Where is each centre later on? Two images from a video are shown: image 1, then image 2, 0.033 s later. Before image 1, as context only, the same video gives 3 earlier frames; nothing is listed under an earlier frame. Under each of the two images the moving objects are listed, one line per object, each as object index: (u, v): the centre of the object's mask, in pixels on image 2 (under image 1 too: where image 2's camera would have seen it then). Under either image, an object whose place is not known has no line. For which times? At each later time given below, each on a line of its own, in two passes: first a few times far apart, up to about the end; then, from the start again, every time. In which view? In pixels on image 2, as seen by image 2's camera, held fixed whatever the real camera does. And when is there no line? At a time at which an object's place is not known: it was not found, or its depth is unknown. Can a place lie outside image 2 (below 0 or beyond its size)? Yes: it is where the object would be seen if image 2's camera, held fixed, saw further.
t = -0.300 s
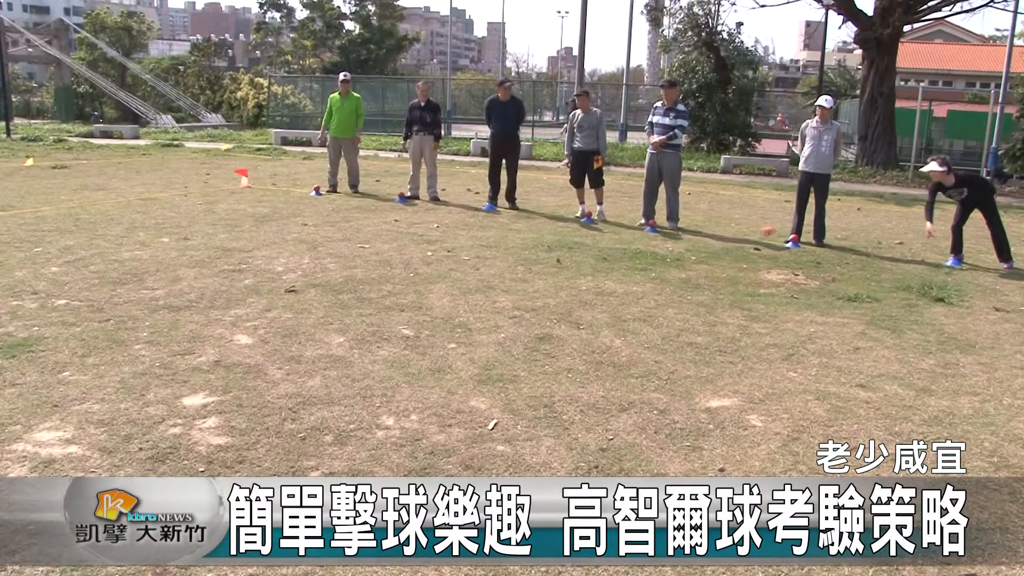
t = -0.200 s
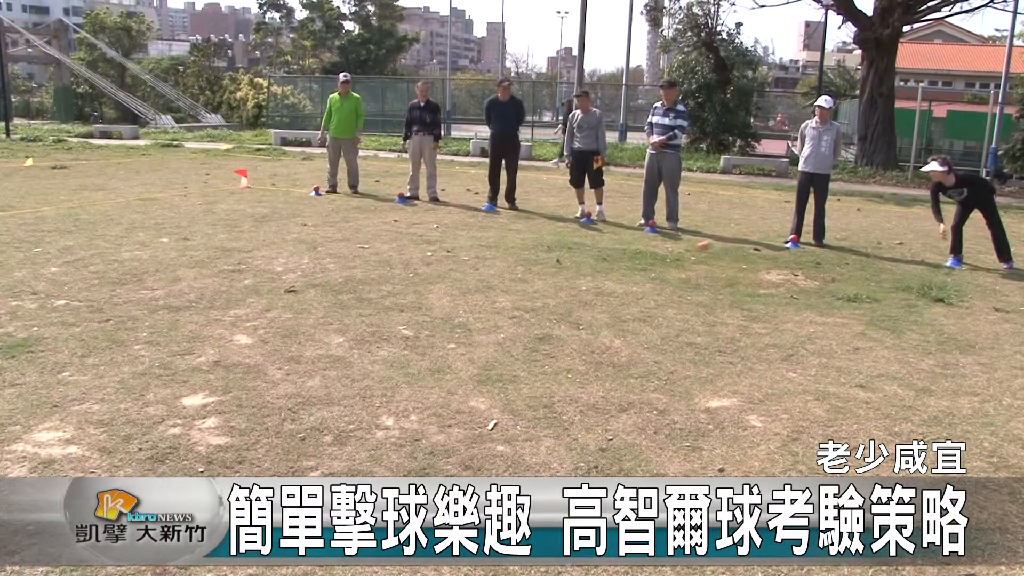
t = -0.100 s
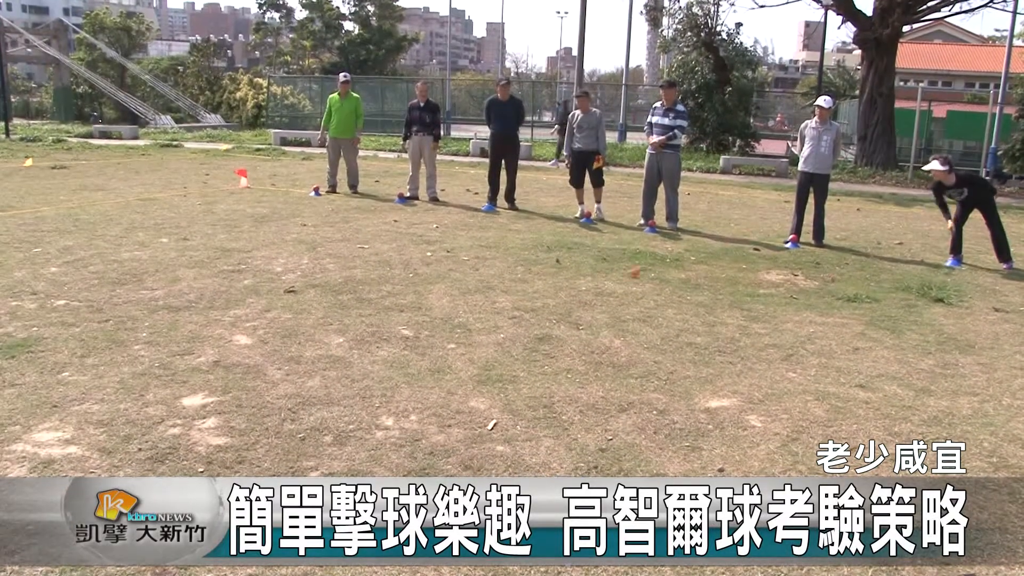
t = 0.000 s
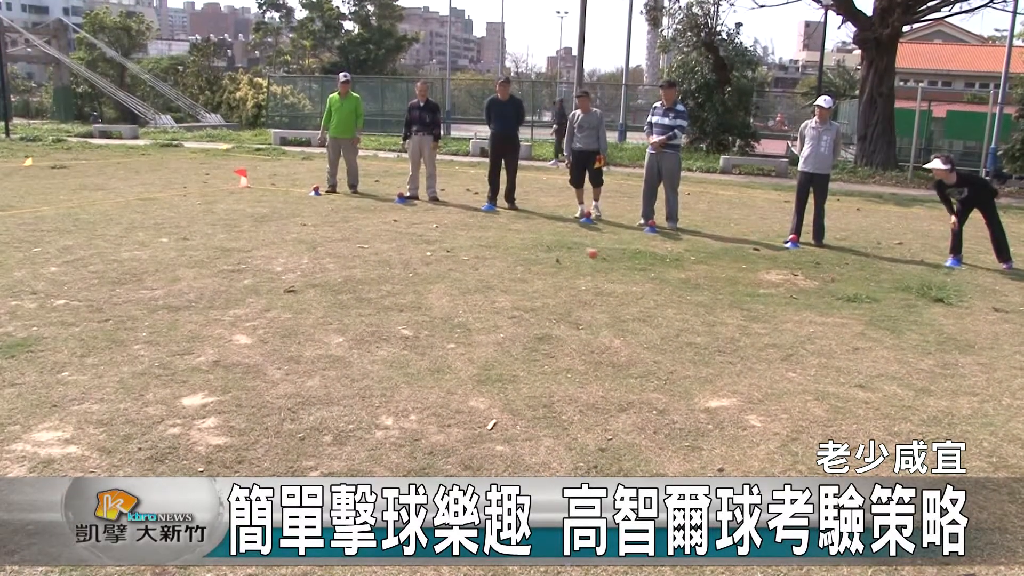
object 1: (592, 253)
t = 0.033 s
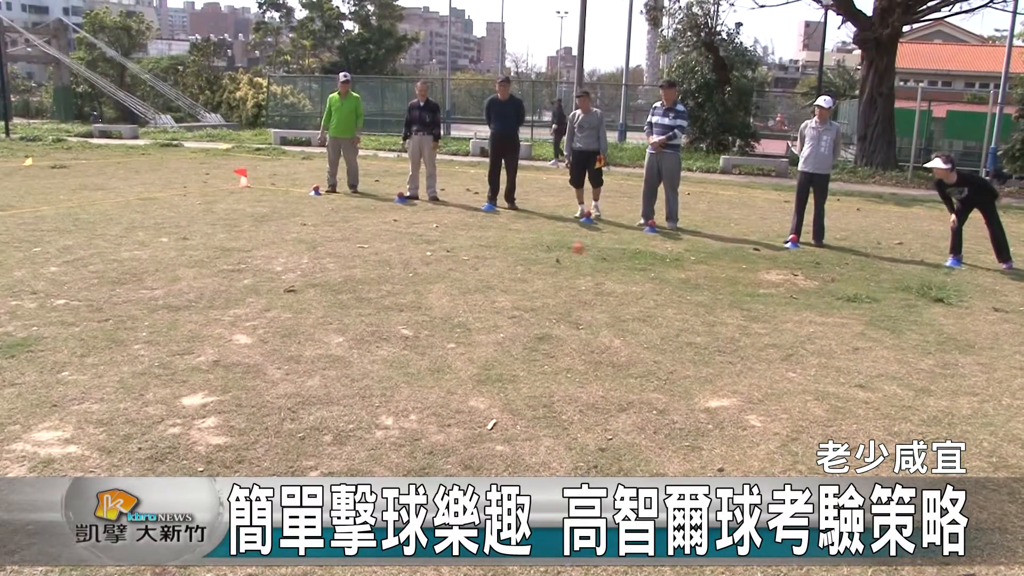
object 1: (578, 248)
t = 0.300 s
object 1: (456, 255)
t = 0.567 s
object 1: (323, 261)
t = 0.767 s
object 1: (220, 281)
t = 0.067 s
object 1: (564, 244)
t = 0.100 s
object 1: (549, 243)
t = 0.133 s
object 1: (533, 241)
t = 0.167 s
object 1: (518, 241)
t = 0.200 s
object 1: (502, 243)
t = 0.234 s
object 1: (487, 246)
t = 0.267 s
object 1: (470, 250)
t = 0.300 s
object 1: (456, 255)
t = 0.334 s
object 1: (439, 262)
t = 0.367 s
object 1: (423, 271)
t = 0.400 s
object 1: (407, 281)
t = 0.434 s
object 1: (389, 276)
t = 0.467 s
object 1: (373, 270)
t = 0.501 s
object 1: (357, 266)
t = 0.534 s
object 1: (340, 263)
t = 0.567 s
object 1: (323, 261)
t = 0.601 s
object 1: (306, 261)
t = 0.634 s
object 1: (289, 262)
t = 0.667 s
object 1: (272, 265)
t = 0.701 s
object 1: (255, 268)
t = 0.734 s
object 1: (237, 274)
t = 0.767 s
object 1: (220, 281)
